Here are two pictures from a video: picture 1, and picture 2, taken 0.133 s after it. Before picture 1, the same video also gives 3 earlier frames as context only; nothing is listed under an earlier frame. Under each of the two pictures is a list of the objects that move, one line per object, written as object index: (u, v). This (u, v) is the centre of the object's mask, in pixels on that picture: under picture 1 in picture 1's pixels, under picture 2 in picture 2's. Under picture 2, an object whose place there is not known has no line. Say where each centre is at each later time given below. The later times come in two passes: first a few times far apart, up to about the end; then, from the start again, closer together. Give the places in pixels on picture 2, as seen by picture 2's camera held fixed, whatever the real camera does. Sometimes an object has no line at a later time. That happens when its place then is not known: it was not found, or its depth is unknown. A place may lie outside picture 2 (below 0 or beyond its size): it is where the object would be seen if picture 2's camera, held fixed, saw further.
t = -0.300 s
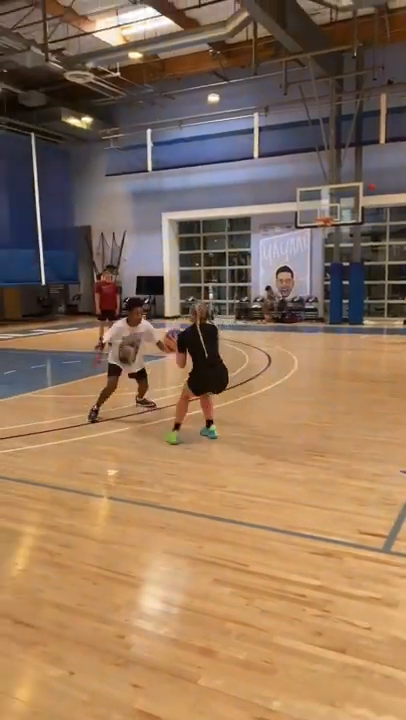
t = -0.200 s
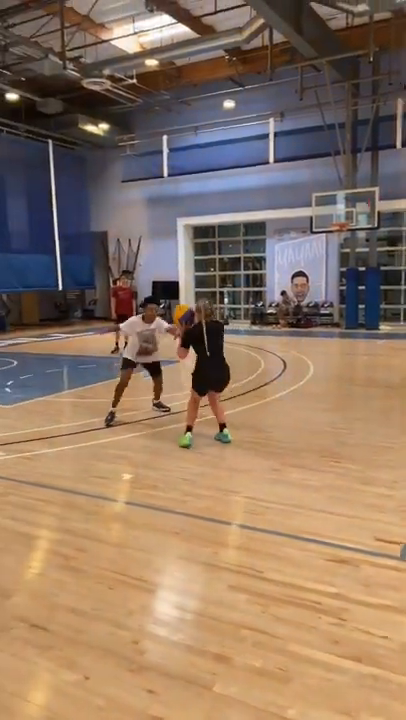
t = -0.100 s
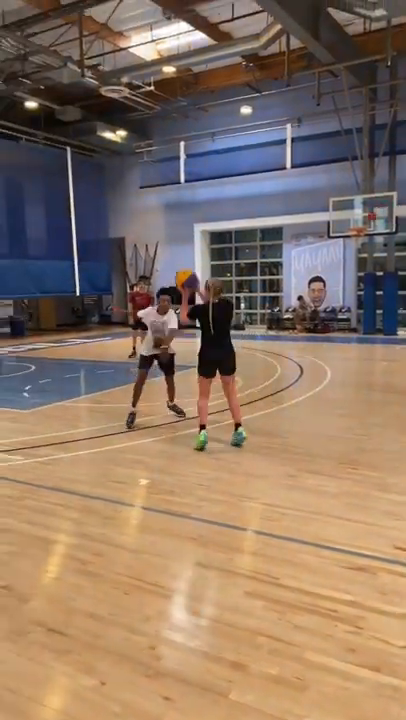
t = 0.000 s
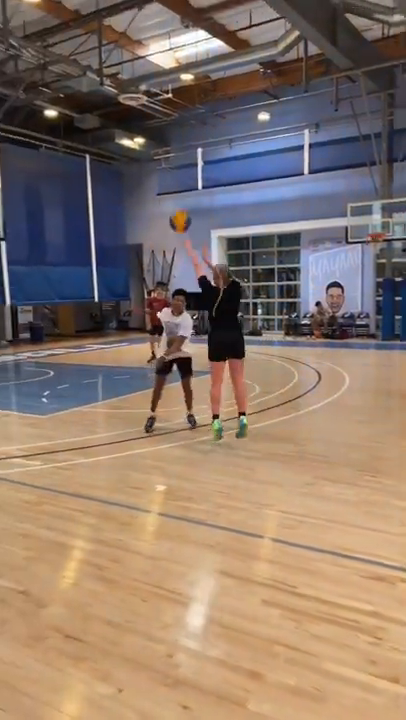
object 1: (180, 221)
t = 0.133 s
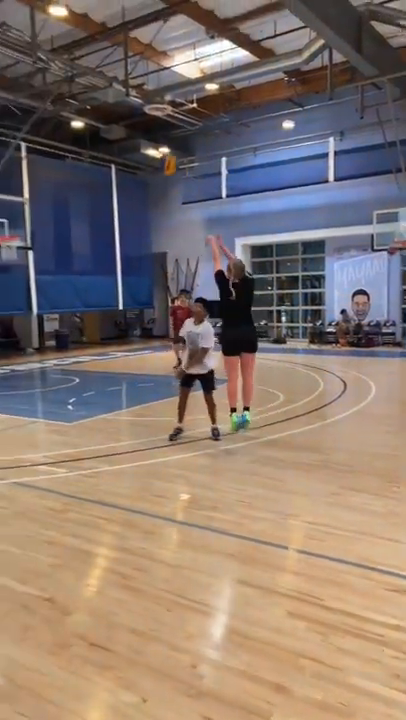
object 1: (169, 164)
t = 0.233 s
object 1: (144, 131)
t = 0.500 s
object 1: (98, 94)
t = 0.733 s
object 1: (63, 103)
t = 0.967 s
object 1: (40, 141)
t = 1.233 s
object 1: (20, 209)
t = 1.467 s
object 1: (0, 248)
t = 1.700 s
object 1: (6, 247)
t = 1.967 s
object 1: (22, 271)
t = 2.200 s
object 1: (32, 314)
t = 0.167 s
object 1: (160, 152)
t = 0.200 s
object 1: (151, 141)
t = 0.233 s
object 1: (144, 131)
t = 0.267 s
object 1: (140, 127)
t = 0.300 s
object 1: (133, 119)
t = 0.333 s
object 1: (127, 112)
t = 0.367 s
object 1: (120, 107)
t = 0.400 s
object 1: (113, 98)
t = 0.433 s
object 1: (108, 96)
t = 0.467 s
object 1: (103, 96)
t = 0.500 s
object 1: (98, 94)
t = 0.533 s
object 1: (92, 94)
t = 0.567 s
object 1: (87, 94)
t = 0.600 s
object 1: (82, 96)
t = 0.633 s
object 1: (76, 98)
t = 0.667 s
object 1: (71, 99)
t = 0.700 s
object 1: (67, 101)
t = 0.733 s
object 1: (63, 103)
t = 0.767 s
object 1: (59, 107)
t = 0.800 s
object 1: (56, 112)
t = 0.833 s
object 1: (53, 117)
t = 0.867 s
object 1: (50, 122)
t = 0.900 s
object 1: (47, 129)
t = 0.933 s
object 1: (43, 134)
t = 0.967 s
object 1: (40, 141)
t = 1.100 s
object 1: (29, 170)
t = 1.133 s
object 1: (26, 180)
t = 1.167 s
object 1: (25, 190)
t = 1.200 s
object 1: (22, 200)
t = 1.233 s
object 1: (20, 209)
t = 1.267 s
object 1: (18, 219)
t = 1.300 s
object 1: (15, 229)
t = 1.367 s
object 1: (11, 243)
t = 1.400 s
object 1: (2, 245)
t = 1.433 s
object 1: (0, 245)
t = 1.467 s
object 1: (0, 248)
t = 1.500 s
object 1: (-1, 246)
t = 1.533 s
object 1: (2, 246)
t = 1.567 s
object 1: (2, 246)
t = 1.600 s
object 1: (3, 246)
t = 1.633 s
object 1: (4, 247)
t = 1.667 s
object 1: (5, 247)
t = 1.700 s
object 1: (6, 247)
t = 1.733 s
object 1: (9, 247)
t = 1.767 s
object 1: (10, 249)
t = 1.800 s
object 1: (11, 251)
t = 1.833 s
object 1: (15, 257)
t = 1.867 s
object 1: (16, 258)
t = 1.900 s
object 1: (17, 262)
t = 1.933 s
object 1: (19, 266)
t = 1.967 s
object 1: (22, 271)
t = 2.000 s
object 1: (23, 276)
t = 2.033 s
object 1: (26, 281)
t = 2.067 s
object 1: (27, 287)
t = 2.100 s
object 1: (29, 293)
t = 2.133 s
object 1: (31, 300)
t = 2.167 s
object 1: (32, 307)
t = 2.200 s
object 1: (32, 314)
